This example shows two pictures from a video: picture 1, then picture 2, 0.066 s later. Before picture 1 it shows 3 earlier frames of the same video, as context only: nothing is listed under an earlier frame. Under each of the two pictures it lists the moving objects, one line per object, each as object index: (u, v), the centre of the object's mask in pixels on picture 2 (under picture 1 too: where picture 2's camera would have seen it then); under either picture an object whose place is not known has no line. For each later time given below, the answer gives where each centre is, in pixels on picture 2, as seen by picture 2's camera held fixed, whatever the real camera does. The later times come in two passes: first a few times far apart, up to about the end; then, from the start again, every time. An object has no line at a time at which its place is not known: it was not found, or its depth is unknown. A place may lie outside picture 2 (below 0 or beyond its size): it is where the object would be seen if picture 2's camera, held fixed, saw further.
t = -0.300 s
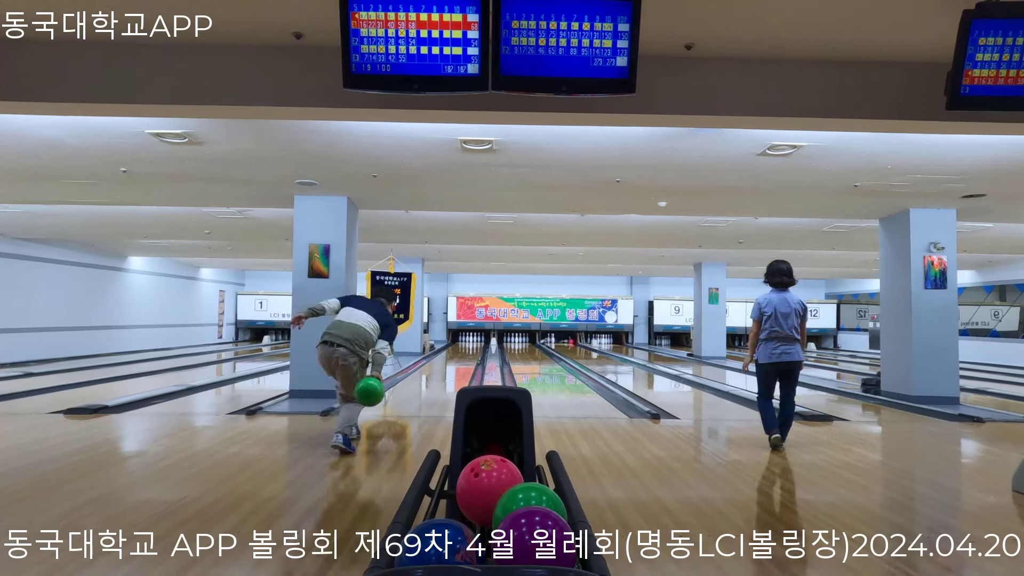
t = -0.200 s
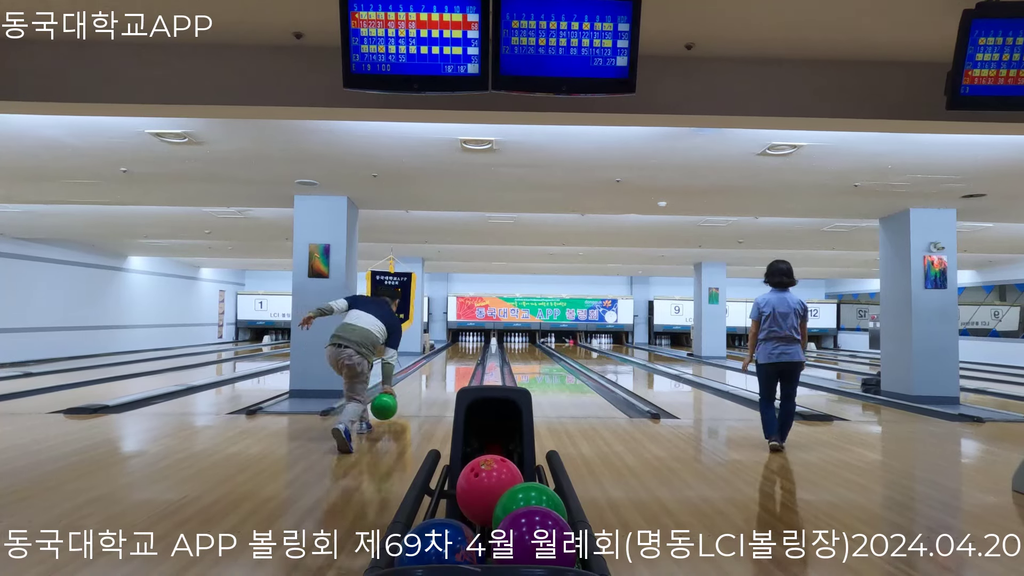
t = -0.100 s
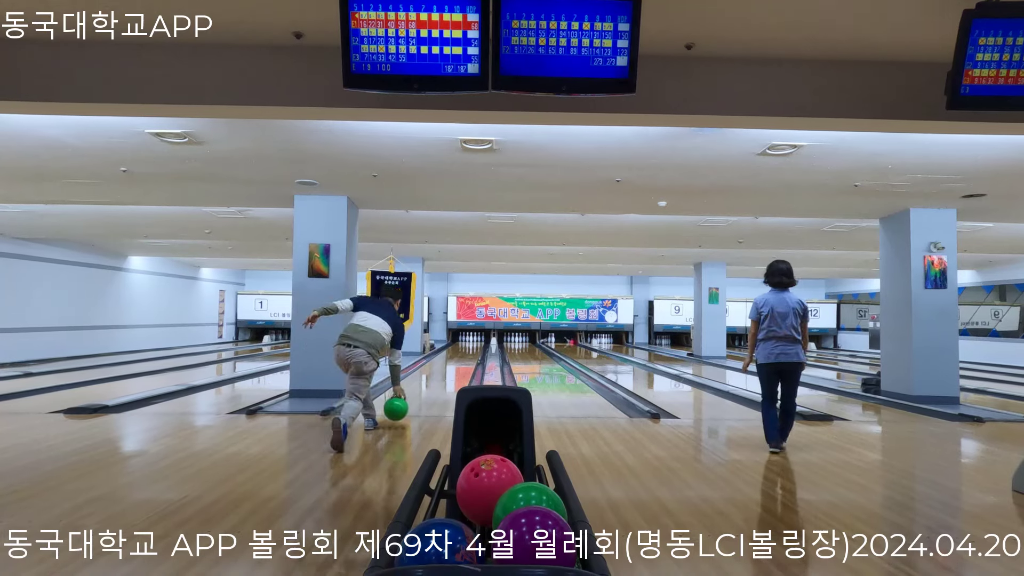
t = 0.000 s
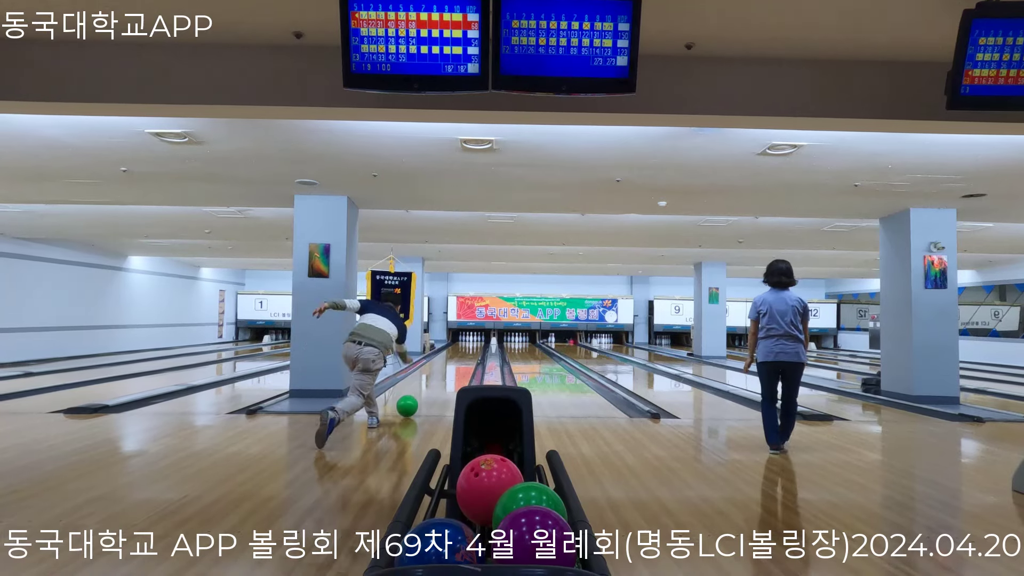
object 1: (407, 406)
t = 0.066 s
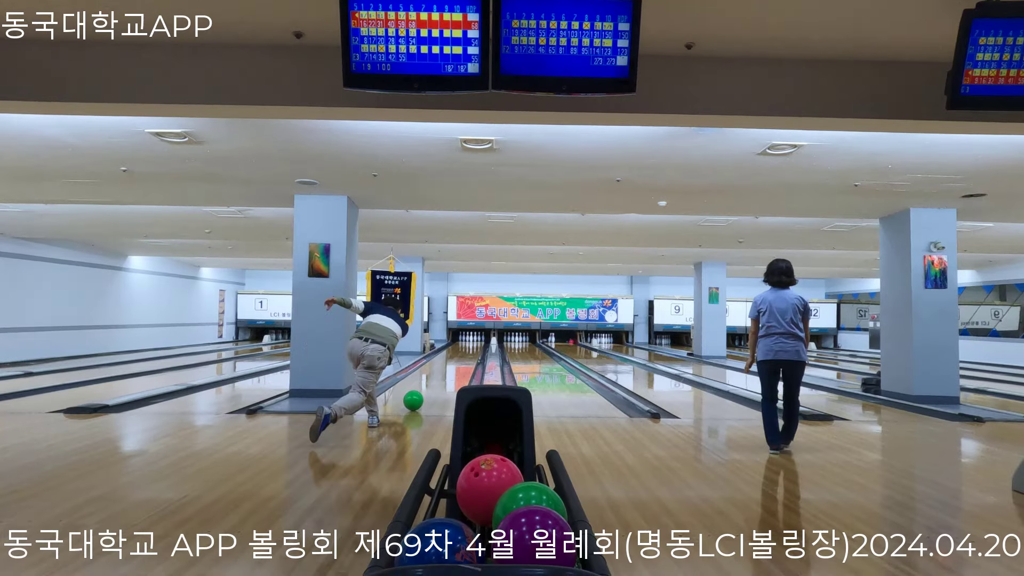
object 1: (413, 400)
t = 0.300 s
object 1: (429, 384)
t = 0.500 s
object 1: (438, 374)
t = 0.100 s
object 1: (416, 398)
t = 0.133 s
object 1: (418, 395)
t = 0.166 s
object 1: (421, 392)
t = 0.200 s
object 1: (423, 390)
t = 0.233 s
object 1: (425, 388)
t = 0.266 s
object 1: (427, 386)
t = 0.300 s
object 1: (429, 384)
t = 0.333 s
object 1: (431, 382)
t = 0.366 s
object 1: (432, 380)
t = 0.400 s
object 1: (434, 378)
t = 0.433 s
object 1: (435, 377)
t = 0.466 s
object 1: (437, 375)
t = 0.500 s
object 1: (438, 374)
